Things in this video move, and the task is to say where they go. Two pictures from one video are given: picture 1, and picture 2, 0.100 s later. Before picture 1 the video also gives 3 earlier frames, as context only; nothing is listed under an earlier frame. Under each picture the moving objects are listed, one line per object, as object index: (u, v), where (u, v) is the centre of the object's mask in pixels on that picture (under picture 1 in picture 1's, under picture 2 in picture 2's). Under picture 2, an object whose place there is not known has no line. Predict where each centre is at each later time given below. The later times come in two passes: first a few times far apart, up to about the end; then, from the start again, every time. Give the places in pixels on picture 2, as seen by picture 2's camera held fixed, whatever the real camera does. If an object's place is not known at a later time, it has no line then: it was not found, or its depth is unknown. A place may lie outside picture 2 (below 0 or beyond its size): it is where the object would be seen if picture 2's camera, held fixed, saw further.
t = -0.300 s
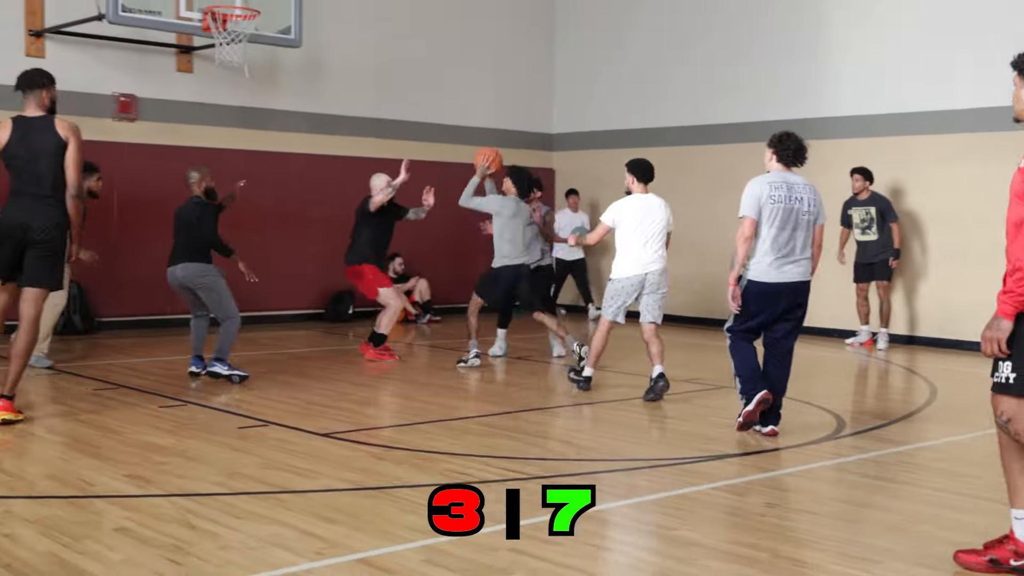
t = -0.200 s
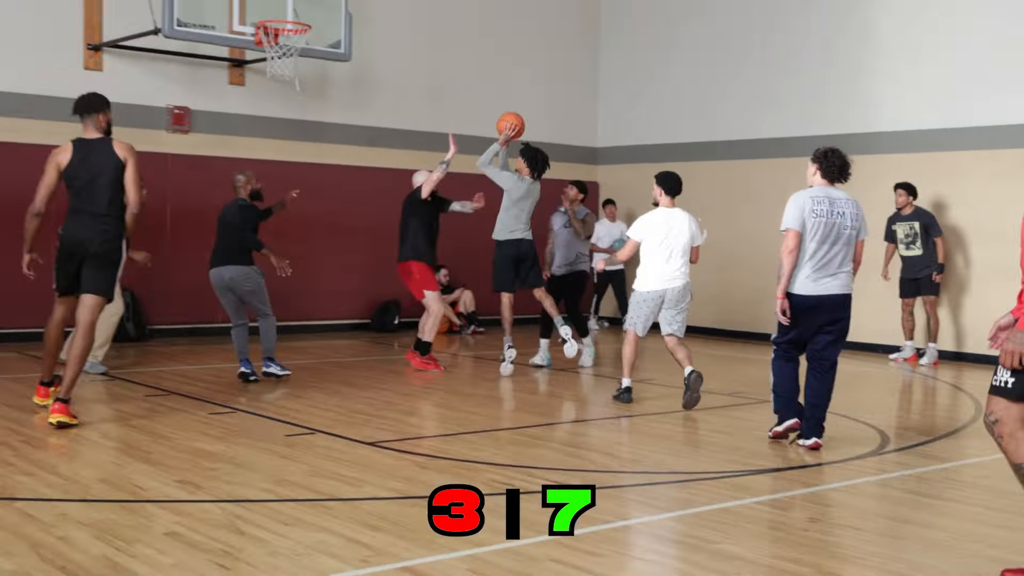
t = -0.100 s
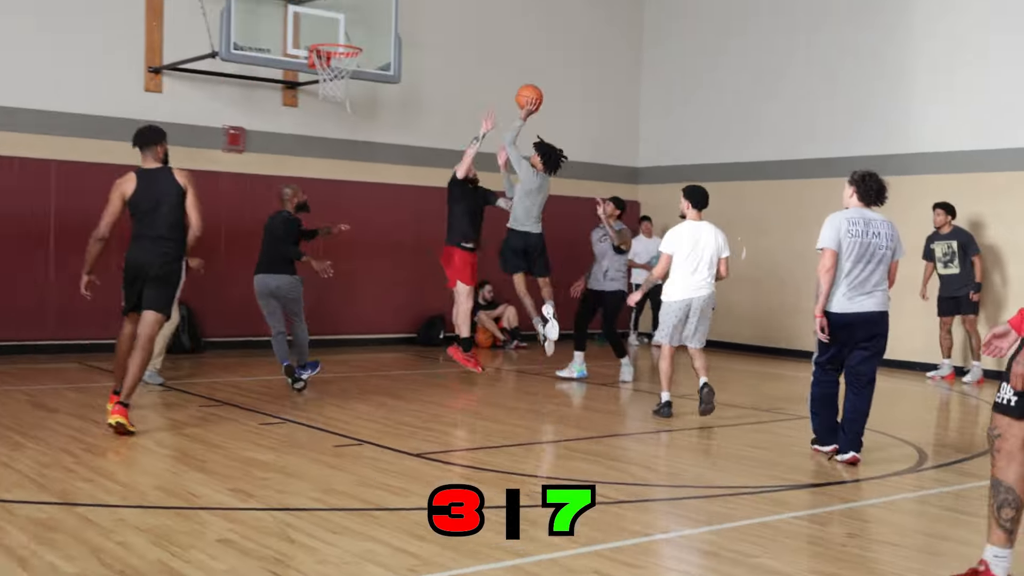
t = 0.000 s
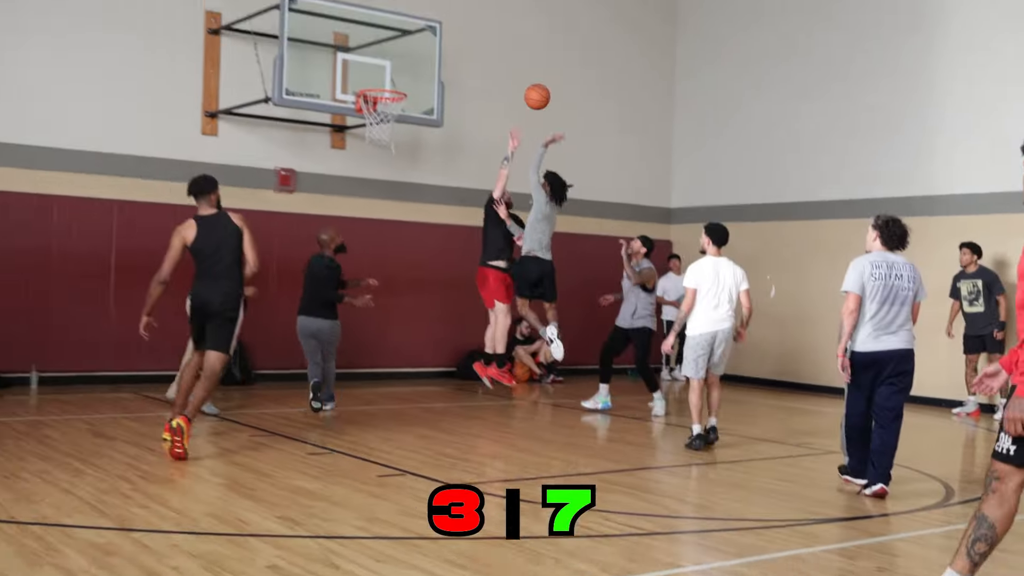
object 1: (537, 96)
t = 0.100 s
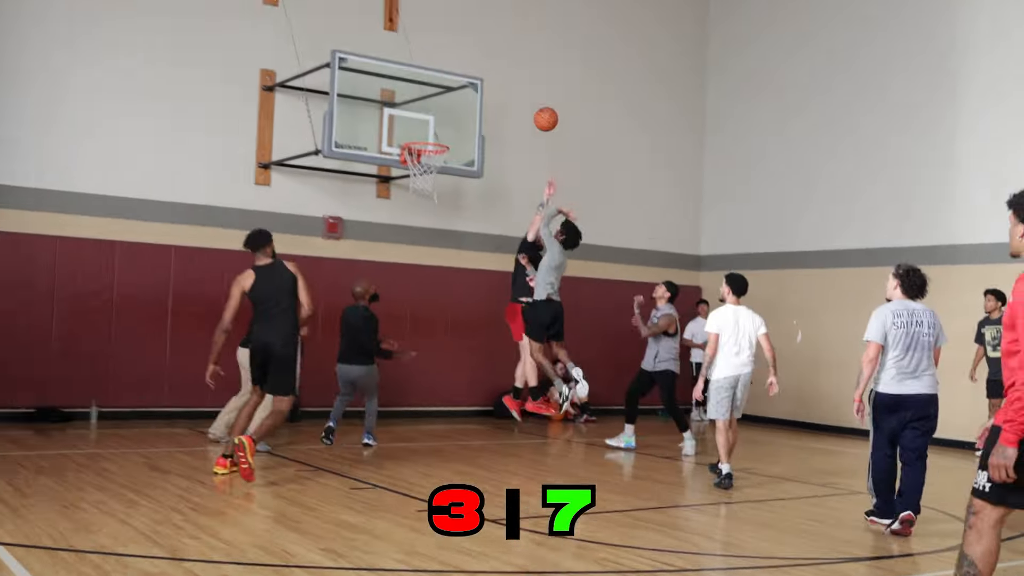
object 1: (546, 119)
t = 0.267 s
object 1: (508, 94)
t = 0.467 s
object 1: (461, 97)
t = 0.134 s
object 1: (539, 112)
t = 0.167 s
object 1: (531, 106)
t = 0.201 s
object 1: (524, 101)
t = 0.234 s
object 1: (516, 97)
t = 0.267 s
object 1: (508, 94)
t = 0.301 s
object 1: (500, 92)
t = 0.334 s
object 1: (492, 92)
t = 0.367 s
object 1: (484, 92)
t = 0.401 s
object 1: (476, 92)
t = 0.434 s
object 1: (469, 94)
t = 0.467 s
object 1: (461, 97)
